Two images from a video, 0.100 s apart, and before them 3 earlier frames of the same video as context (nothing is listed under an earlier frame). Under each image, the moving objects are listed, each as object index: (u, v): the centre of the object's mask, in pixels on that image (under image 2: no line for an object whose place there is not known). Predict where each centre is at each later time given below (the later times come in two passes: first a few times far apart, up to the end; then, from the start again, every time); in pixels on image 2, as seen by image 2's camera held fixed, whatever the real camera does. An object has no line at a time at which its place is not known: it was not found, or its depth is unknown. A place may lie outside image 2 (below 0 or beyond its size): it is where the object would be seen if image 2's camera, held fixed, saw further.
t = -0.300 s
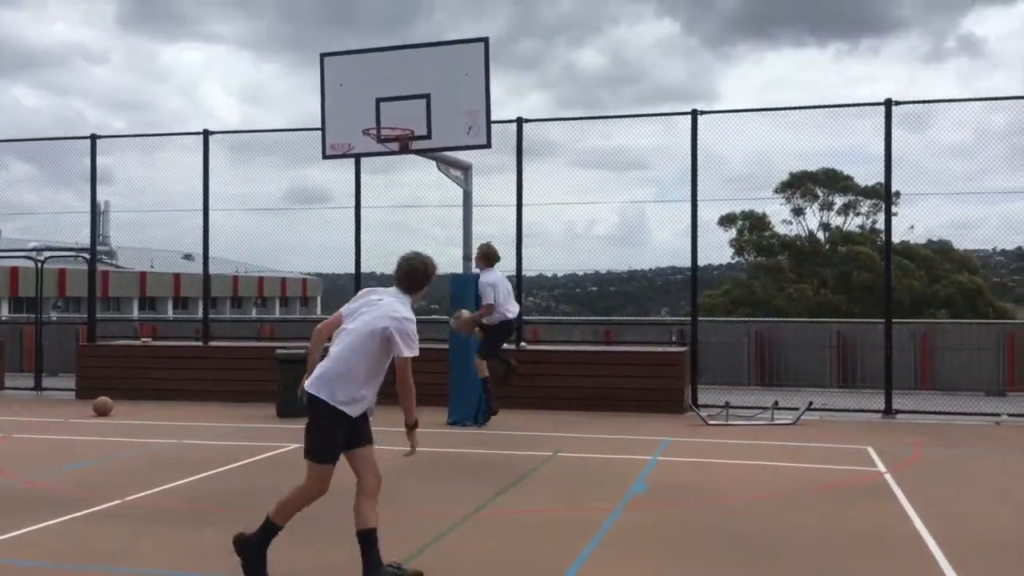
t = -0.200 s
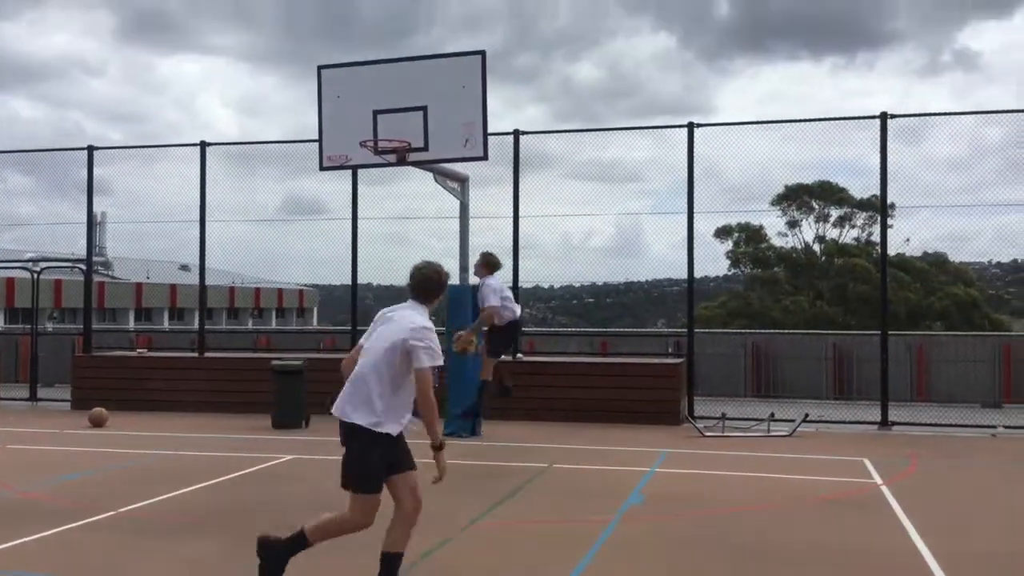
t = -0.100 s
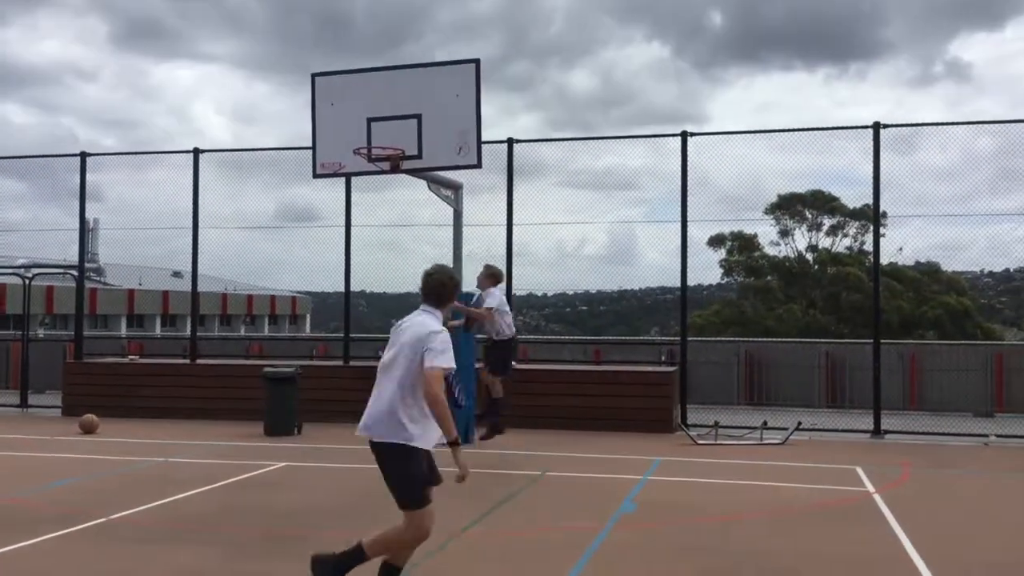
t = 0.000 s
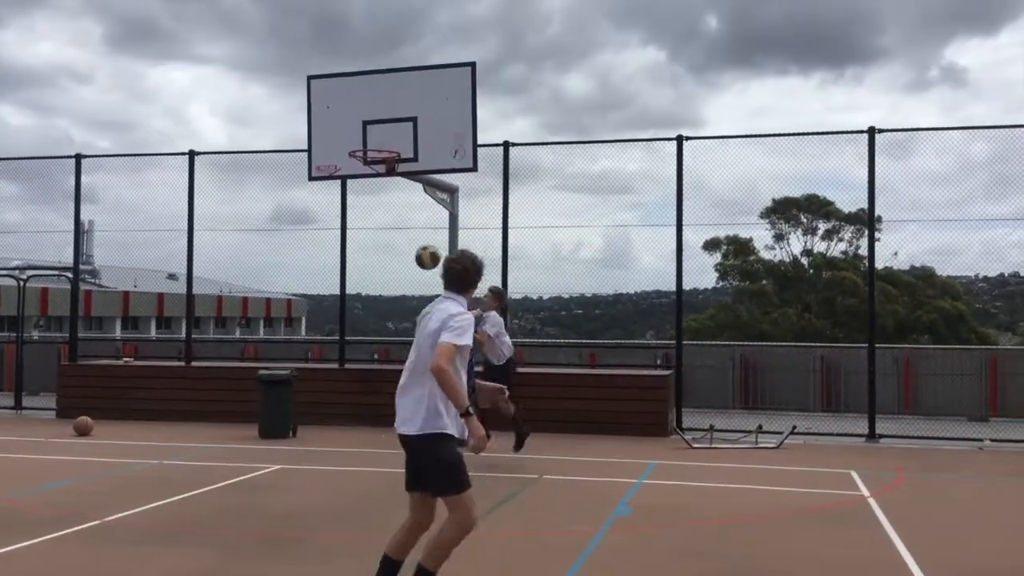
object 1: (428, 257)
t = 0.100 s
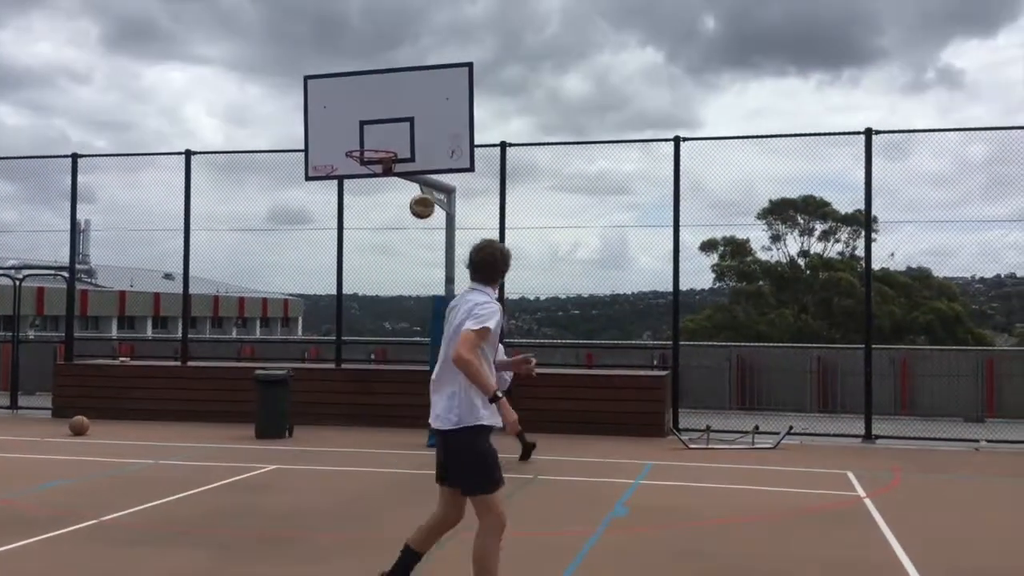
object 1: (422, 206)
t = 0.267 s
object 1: (417, 148)
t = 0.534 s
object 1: (394, 127)
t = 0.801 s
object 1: (360, 152)
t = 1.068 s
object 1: (383, 179)
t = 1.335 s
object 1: (380, 274)
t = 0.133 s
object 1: (421, 192)
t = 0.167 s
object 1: (421, 180)
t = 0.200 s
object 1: (420, 167)
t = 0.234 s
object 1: (418, 157)
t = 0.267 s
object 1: (417, 148)
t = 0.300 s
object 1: (417, 139)
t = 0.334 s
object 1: (415, 134)
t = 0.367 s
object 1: (412, 131)
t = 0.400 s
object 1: (407, 127)
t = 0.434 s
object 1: (405, 126)
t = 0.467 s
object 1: (402, 125)
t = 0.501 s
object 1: (398, 126)
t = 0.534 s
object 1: (394, 127)
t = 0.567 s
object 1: (390, 129)
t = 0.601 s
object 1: (387, 133)
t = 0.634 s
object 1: (383, 138)
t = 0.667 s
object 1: (379, 142)
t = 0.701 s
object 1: (374, 143)
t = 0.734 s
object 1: (370, 145)
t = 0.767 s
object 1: (365, 148)
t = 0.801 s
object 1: (360, 152)
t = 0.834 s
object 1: (361, 153)
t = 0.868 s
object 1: (368, 155)
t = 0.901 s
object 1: (375, 156)
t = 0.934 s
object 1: (379, 162)
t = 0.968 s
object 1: (384, 166)
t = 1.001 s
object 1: (384, 167)
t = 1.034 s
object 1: (383, 173)
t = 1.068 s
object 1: (383, 179)
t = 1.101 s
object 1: (383, 187)
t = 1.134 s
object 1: (383, 195)
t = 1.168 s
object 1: (382, 205)
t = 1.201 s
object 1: (382, 217)
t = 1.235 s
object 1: (381, 229)
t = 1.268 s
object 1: (381, 243)
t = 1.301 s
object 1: (381, 258)
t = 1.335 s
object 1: (380, 274)
